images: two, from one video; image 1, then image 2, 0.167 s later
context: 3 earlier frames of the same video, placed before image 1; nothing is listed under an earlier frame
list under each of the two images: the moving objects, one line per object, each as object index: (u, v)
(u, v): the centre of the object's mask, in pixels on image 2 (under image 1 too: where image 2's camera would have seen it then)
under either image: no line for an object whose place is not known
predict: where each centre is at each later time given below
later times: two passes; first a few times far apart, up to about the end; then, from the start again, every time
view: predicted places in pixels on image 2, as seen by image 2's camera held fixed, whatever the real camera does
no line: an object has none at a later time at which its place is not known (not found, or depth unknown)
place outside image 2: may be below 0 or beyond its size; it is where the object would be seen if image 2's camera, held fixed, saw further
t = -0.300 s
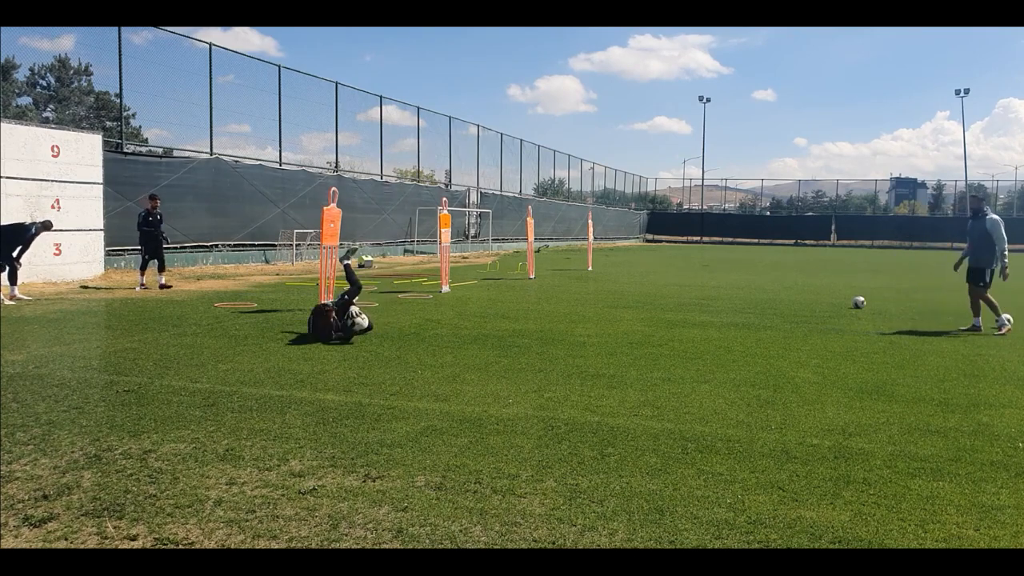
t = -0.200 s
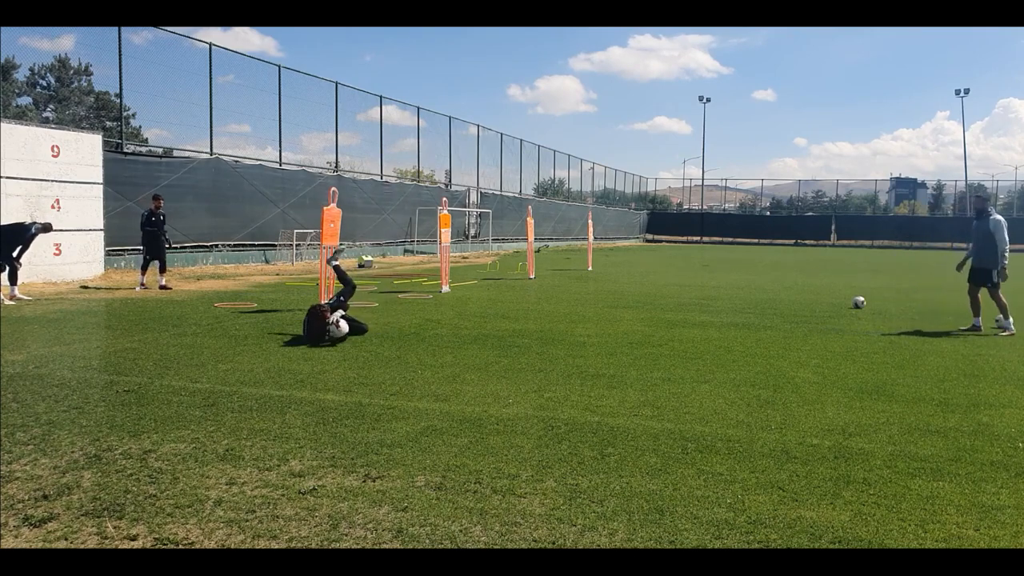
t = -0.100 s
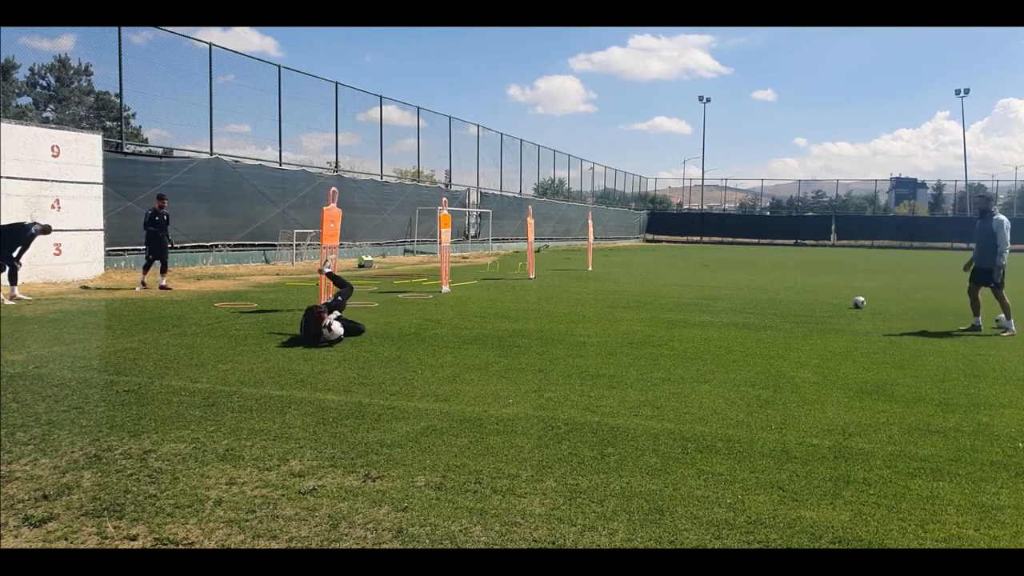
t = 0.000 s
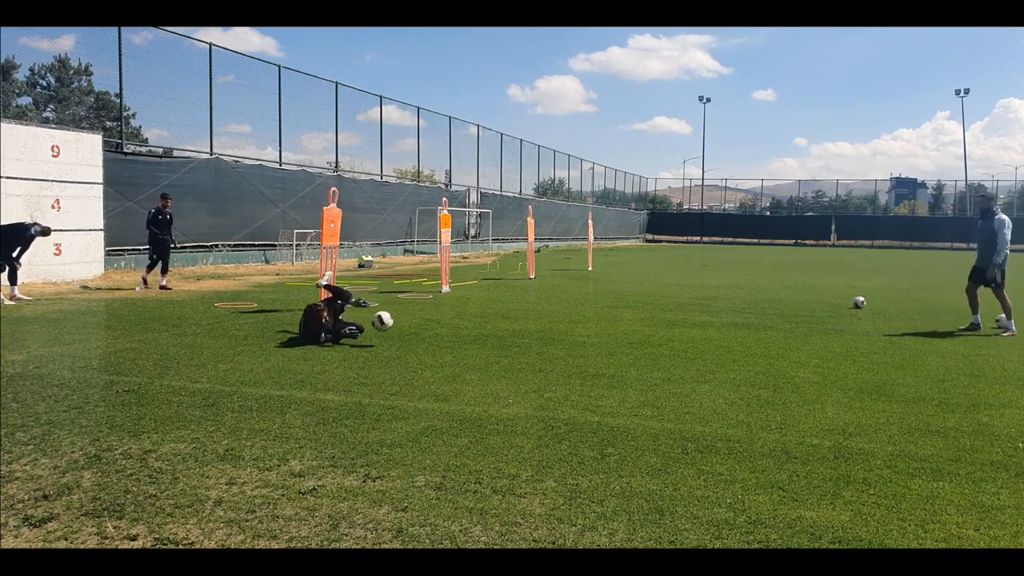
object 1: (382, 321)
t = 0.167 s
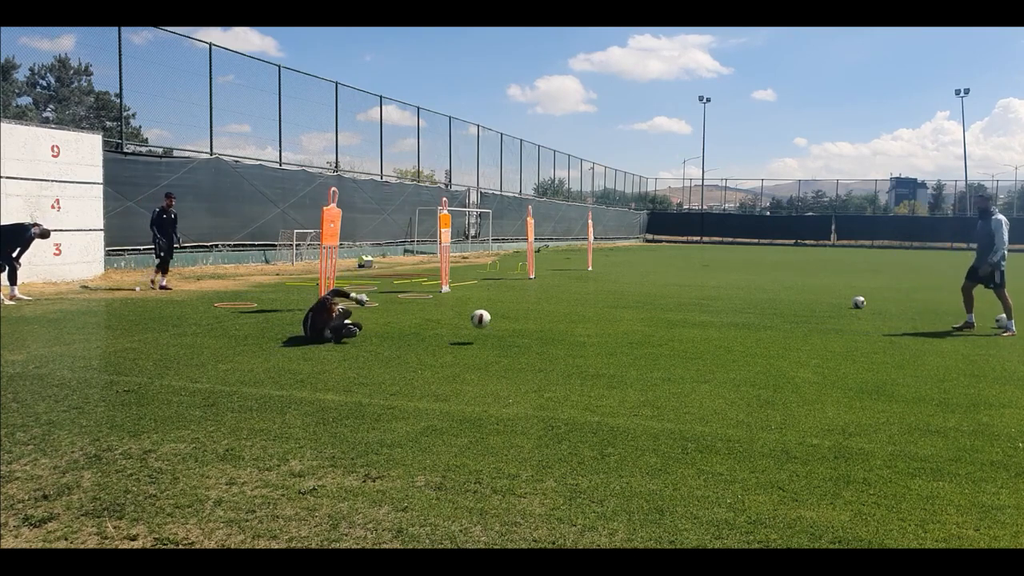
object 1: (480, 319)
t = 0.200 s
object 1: (499, 321)
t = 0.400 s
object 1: (586, 329)
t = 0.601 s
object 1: (649, 332)
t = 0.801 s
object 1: (702, 331)
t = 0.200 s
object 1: (499, 321)
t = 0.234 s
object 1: (517, 325)
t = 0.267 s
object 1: (534, 329)
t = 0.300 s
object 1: (552, 334)
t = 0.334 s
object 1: (565, 333)
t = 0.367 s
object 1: (575, 331)
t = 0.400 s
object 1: (586, 329)
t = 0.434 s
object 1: (598, 328)
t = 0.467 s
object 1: (608, 328)
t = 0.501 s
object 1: (618, 329)
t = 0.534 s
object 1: (629, 331)
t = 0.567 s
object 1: (640, 333)
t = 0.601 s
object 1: (649, 332)
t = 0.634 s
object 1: (658, 331)
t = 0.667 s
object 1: (667, 331)
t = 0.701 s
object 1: (676, 331)
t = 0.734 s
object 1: (685, 332)
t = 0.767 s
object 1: (694, 332)
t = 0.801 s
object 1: (702, 331)
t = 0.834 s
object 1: (712, 331)
